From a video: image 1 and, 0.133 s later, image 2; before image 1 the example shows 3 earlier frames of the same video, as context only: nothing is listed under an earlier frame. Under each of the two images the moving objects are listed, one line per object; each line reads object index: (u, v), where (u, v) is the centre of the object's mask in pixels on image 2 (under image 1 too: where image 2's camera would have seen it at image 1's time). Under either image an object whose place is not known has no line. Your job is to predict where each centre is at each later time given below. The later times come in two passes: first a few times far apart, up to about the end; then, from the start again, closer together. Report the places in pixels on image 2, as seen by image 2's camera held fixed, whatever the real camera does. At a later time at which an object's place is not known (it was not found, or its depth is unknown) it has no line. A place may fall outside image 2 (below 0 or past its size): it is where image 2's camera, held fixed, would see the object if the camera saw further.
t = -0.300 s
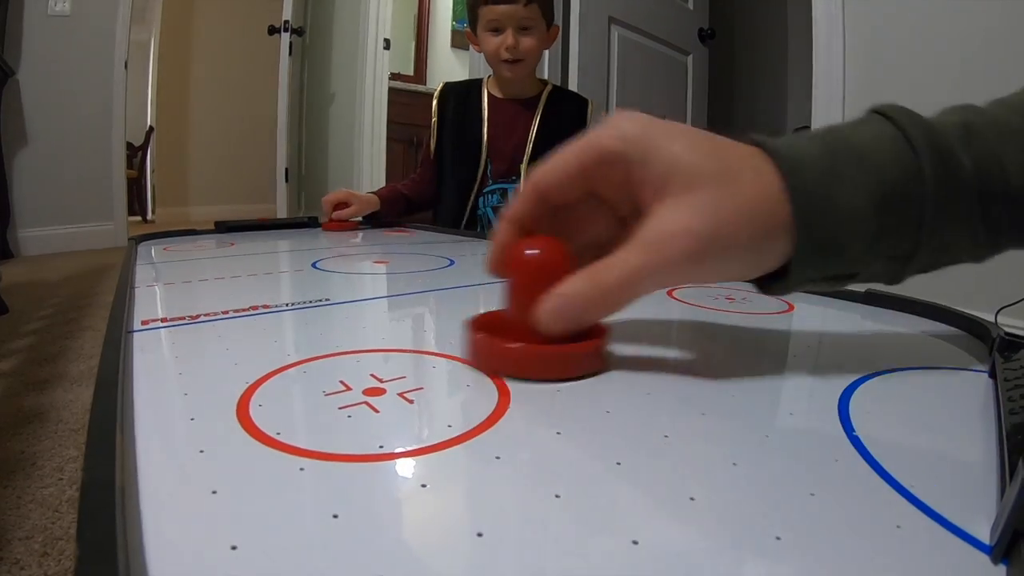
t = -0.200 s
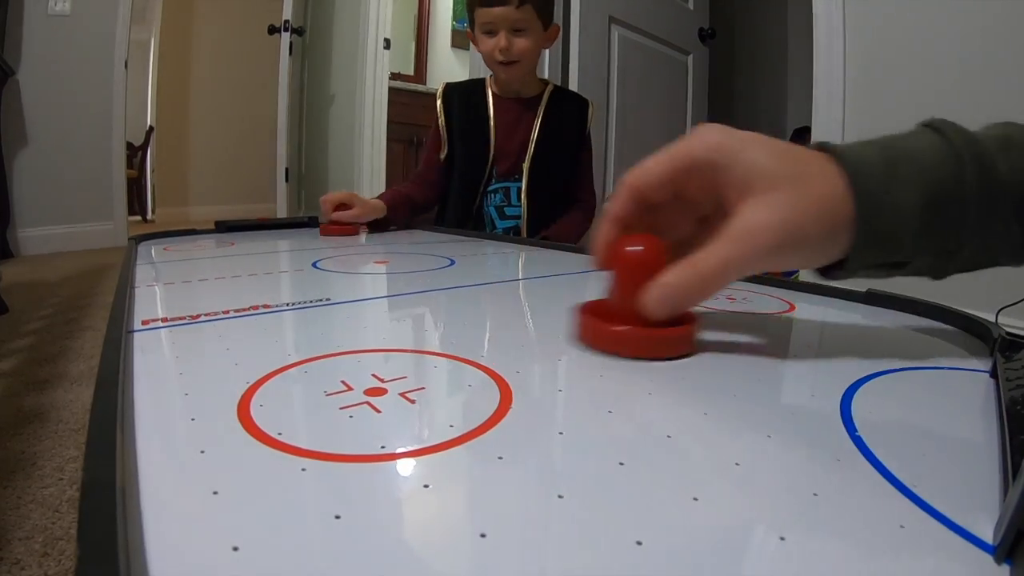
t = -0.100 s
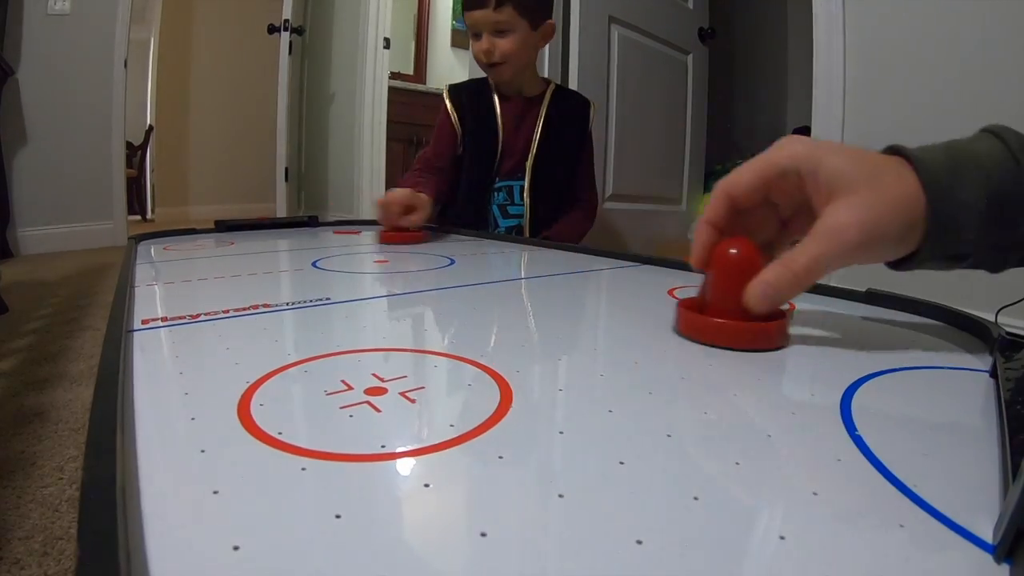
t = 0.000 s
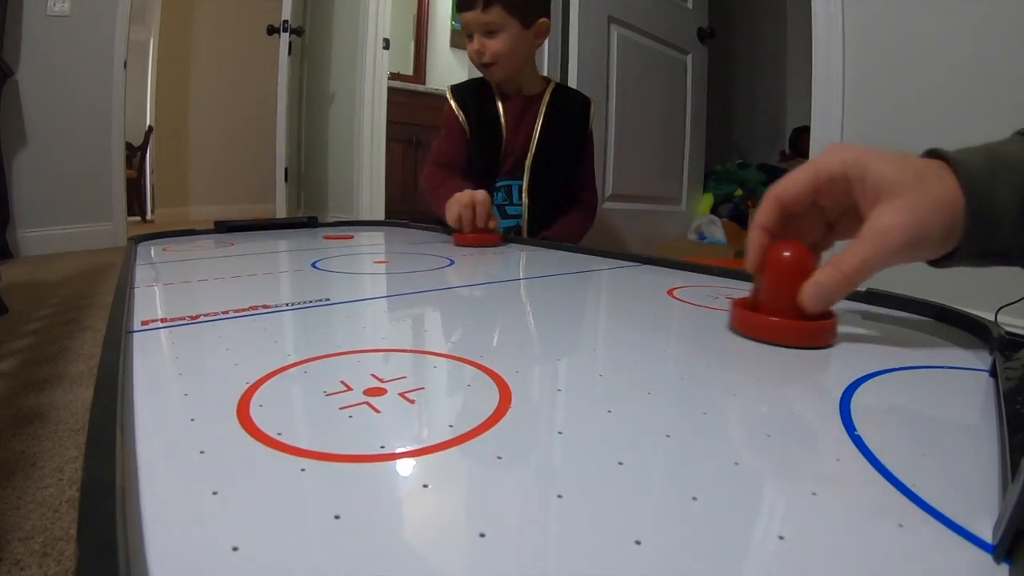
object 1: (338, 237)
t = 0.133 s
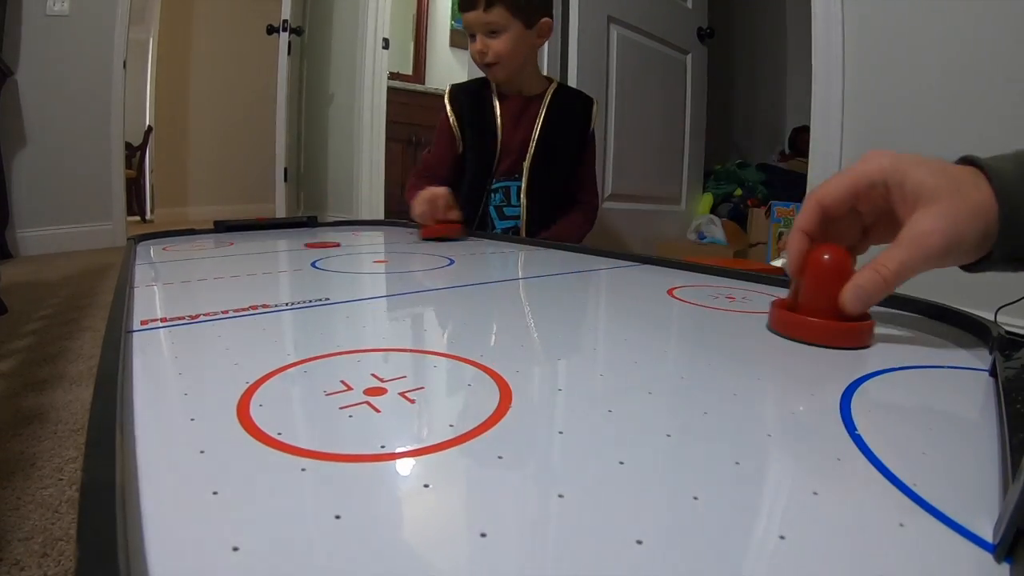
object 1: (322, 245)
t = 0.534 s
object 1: (211, 302)
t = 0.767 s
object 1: (293, 345)
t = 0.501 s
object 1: (227, 293)
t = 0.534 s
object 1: (211, 302)
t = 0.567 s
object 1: (192, 311)
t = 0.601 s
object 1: (172, 322)
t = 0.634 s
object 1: (188, 327)
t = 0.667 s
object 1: (212, 332)
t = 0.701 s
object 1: (237, 336)
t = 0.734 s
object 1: (264, 340)
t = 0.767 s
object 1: (293, 345)
